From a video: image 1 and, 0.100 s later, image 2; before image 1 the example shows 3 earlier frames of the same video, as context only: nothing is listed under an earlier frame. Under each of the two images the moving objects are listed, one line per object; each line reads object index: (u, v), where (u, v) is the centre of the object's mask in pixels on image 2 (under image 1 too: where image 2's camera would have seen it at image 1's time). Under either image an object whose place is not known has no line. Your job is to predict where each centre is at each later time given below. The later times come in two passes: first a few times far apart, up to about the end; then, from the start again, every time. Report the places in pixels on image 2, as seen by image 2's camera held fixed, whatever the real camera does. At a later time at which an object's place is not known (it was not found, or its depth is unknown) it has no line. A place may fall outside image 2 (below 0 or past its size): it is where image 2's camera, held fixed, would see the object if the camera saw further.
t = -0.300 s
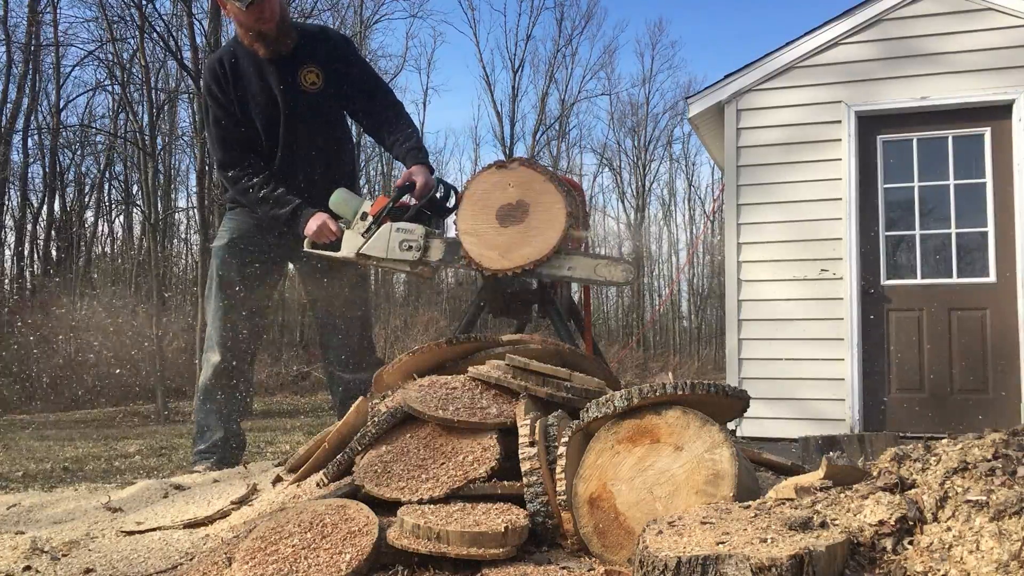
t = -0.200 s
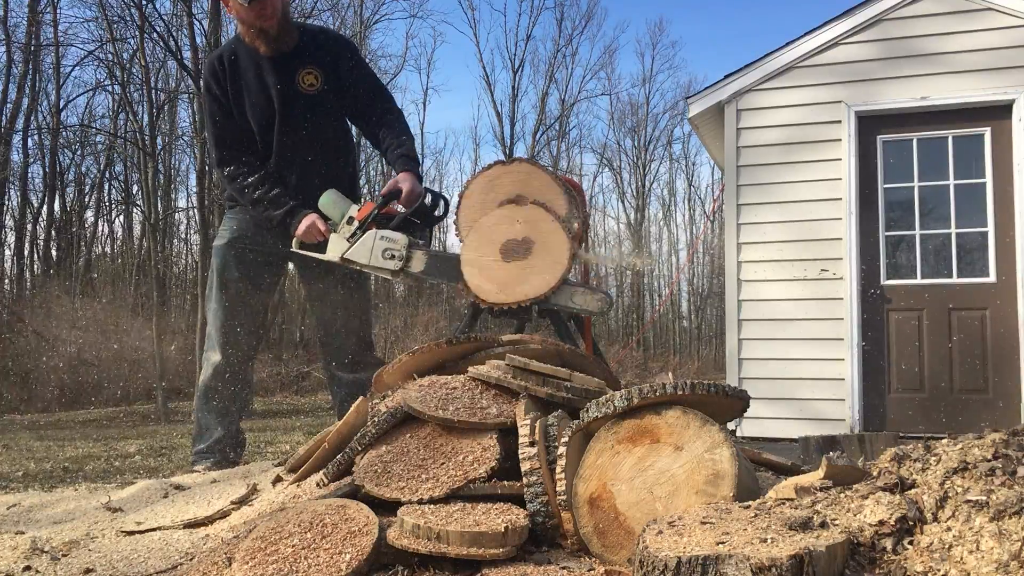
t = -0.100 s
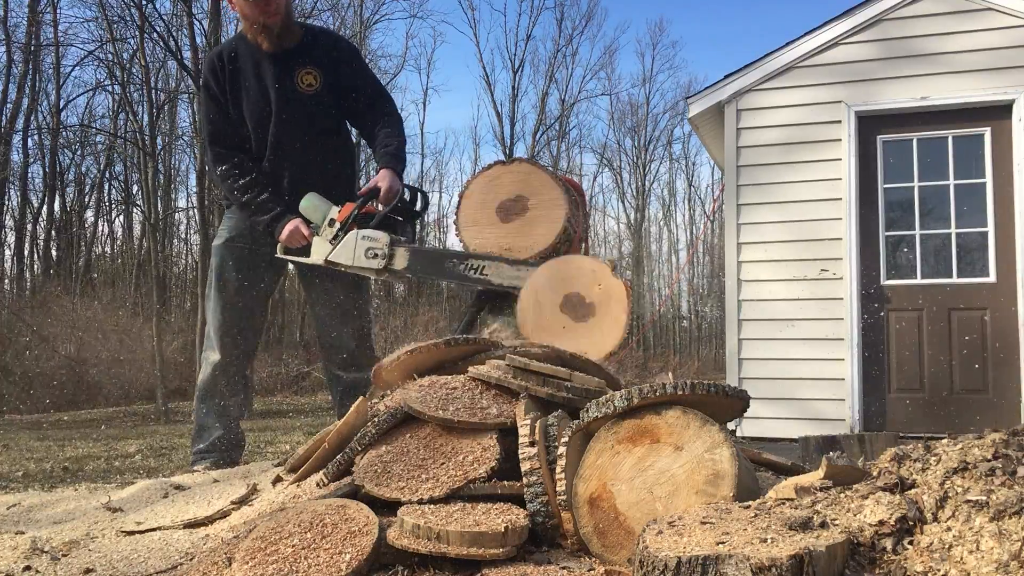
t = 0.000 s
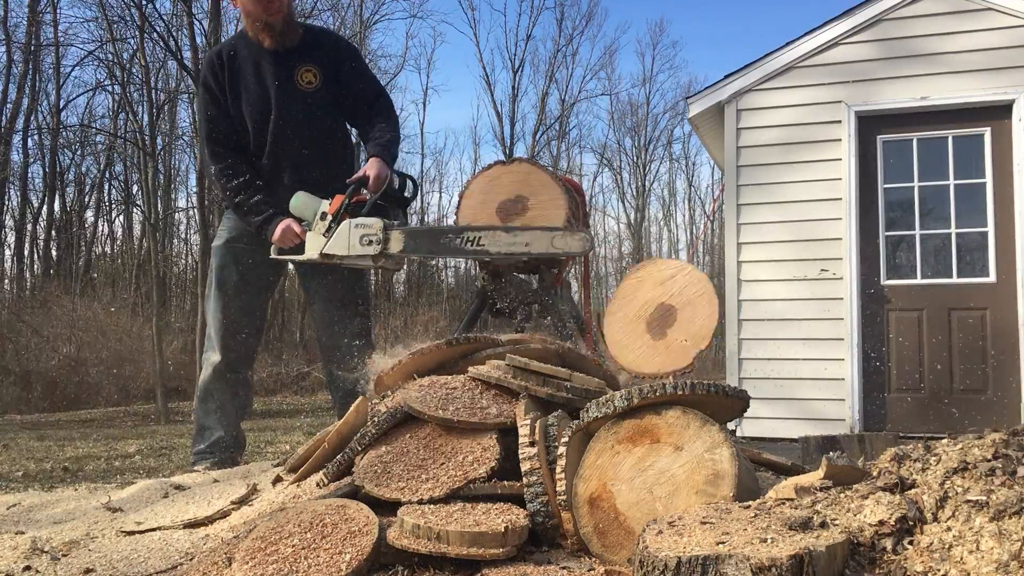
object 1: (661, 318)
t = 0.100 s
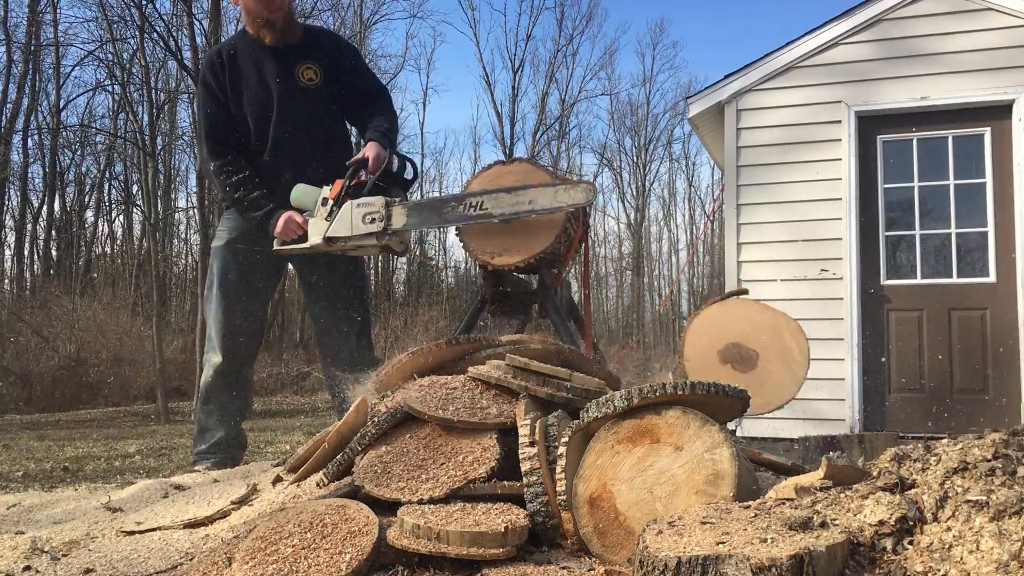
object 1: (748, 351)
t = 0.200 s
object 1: (838, 413)
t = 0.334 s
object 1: (966, 381)
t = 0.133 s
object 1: (777, 372)
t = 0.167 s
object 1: (806, 396)
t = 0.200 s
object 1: (838, 413)
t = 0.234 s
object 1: (873, 406)
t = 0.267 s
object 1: (905, 396)
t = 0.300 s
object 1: (936, 387)
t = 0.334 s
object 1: (966, 381)
